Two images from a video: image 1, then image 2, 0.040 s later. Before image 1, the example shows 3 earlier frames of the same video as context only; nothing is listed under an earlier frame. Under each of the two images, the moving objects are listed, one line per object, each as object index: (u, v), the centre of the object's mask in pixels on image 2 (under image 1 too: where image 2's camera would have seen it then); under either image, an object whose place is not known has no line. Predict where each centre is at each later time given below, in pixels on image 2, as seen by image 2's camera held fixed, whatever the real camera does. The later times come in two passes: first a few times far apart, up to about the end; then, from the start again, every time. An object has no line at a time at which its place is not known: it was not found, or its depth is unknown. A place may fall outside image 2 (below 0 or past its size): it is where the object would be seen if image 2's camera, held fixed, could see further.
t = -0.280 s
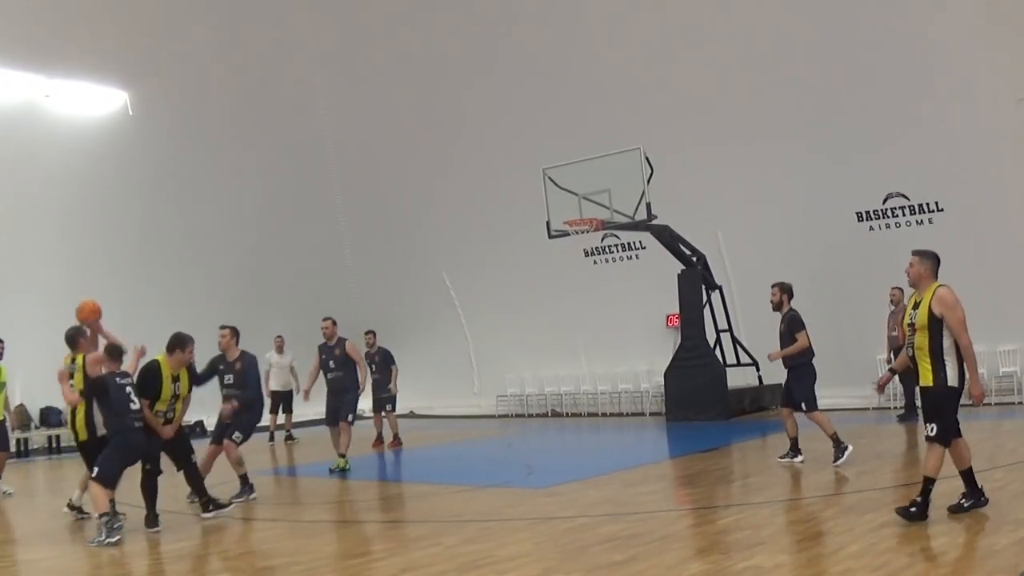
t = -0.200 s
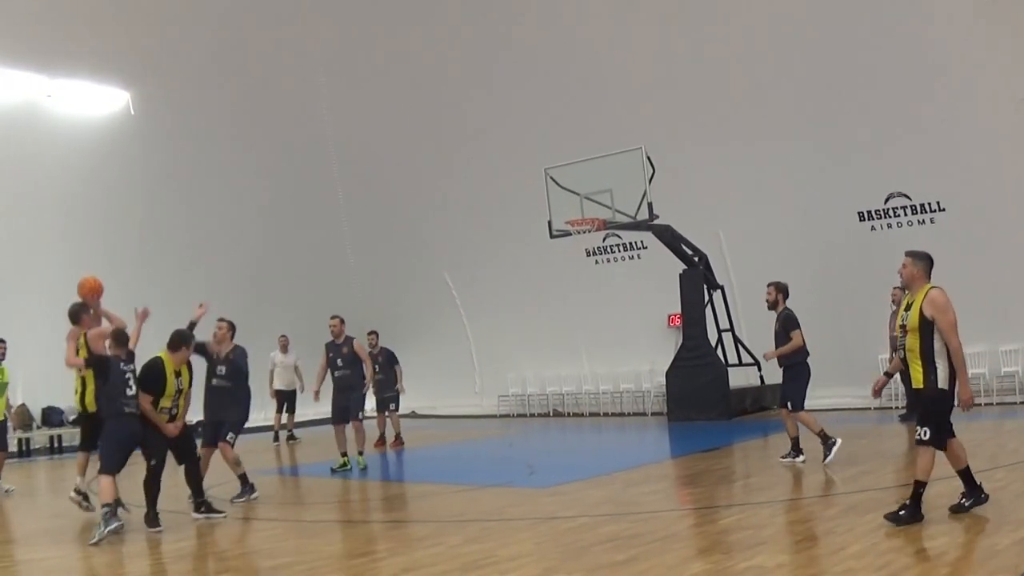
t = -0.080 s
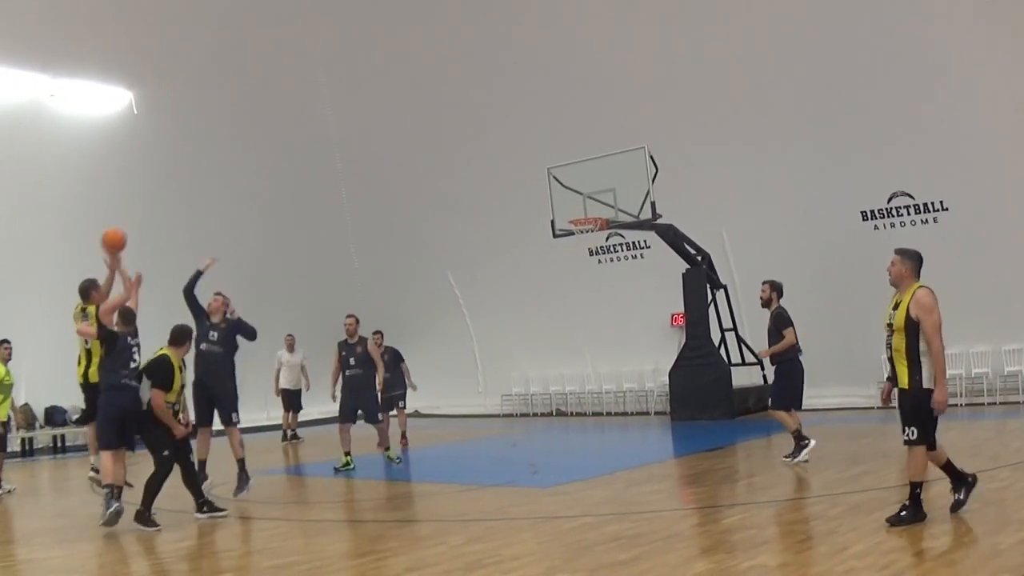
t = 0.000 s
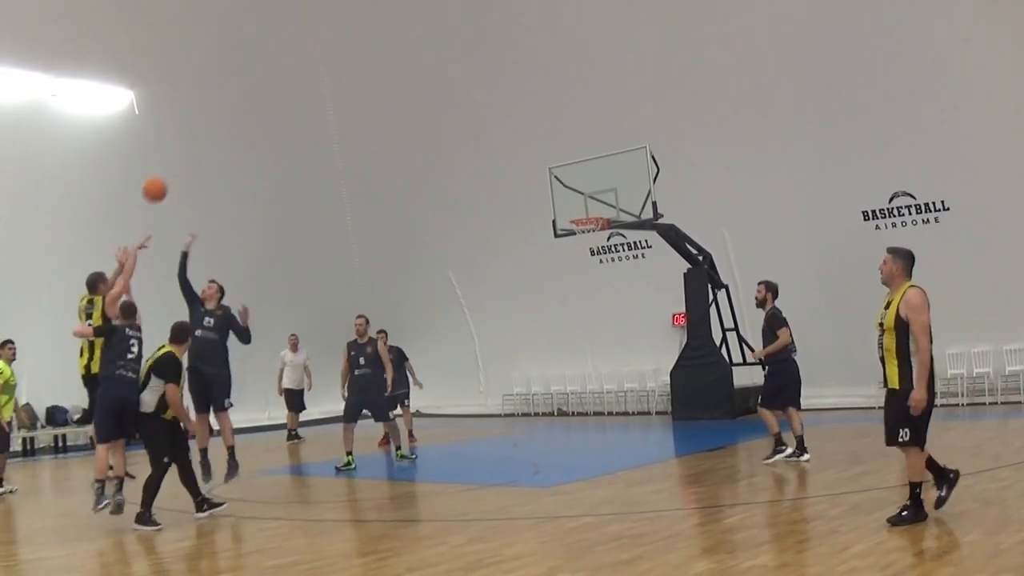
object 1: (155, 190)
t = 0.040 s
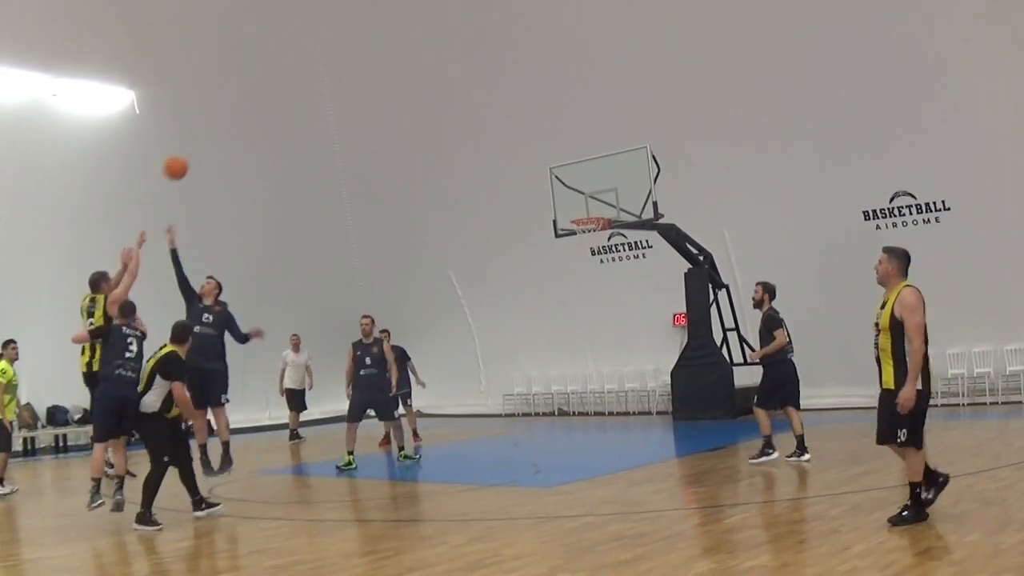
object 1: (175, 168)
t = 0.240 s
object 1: (269, 88)
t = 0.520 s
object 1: (380, 48)
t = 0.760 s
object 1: (462, 65)
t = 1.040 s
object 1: (547, 133)
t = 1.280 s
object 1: (596, 204)
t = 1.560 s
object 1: (550, 162)
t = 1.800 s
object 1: (510, 171)
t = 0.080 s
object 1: (195, 148)
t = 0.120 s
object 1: (214, 130)
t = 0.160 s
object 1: (233, 113)
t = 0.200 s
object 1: (251, 100)
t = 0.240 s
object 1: (269, 88)
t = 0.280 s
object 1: (286, 77)
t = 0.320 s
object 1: (302, 68)
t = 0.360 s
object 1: (318, 61)
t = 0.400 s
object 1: (334, 55)
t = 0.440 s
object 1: (350, 52)
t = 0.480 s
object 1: (365, 49)
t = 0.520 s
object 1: (380, 48)
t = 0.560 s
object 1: (394, 47)
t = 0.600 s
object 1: (408, 49)
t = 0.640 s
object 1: (422, 51)
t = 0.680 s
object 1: (436, 55)
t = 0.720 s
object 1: (448, 59)
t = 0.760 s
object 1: (462, 65)
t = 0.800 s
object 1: (474, 72)
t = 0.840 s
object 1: (486, 80)
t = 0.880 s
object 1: (499, 89)
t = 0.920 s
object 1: (511, 99)
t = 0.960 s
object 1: (523, 110)
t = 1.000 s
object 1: (535, 121)
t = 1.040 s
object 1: (547, 133)
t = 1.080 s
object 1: (558, 147)
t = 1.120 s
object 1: (570, 161)
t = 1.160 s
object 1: (581, 177)
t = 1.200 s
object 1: (592, 192)
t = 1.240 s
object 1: (602, 209)
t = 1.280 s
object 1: (596, 204)
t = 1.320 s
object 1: (590, 194)
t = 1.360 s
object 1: (583, 186)
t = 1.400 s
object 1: (576, 179)
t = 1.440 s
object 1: (570, 173)
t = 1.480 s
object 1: (563, 169)
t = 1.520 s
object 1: (556, 165)
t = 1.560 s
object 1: (550, 162)
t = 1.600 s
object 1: (543, 161)
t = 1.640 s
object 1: (536, 161)
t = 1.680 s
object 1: (529, 162)
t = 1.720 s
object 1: (523, 164)
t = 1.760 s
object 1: (517, 167)
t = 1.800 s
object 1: (510, 171)
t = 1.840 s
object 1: (503, 178)
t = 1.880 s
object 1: (496, 185)
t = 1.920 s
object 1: (490, 194)
